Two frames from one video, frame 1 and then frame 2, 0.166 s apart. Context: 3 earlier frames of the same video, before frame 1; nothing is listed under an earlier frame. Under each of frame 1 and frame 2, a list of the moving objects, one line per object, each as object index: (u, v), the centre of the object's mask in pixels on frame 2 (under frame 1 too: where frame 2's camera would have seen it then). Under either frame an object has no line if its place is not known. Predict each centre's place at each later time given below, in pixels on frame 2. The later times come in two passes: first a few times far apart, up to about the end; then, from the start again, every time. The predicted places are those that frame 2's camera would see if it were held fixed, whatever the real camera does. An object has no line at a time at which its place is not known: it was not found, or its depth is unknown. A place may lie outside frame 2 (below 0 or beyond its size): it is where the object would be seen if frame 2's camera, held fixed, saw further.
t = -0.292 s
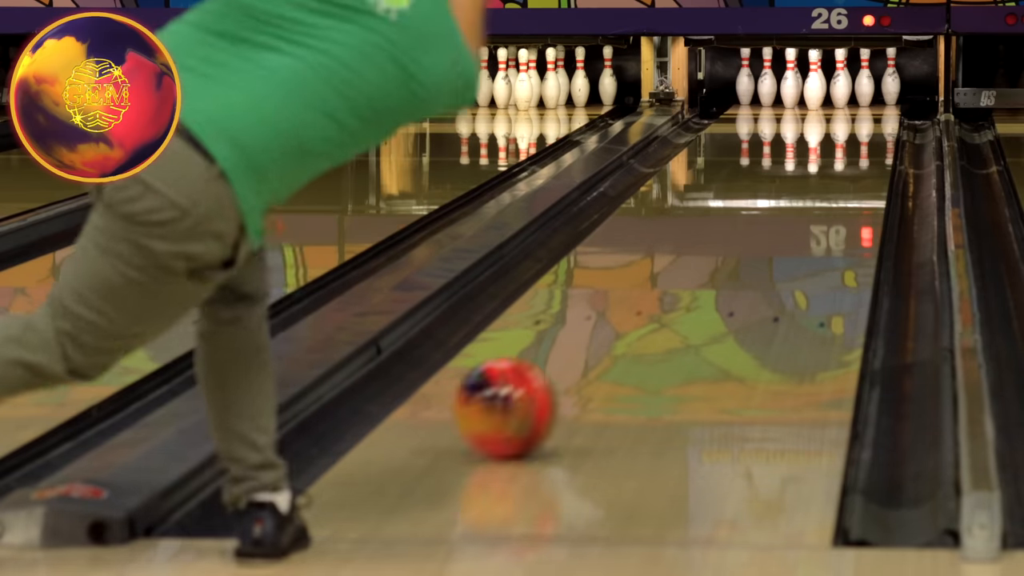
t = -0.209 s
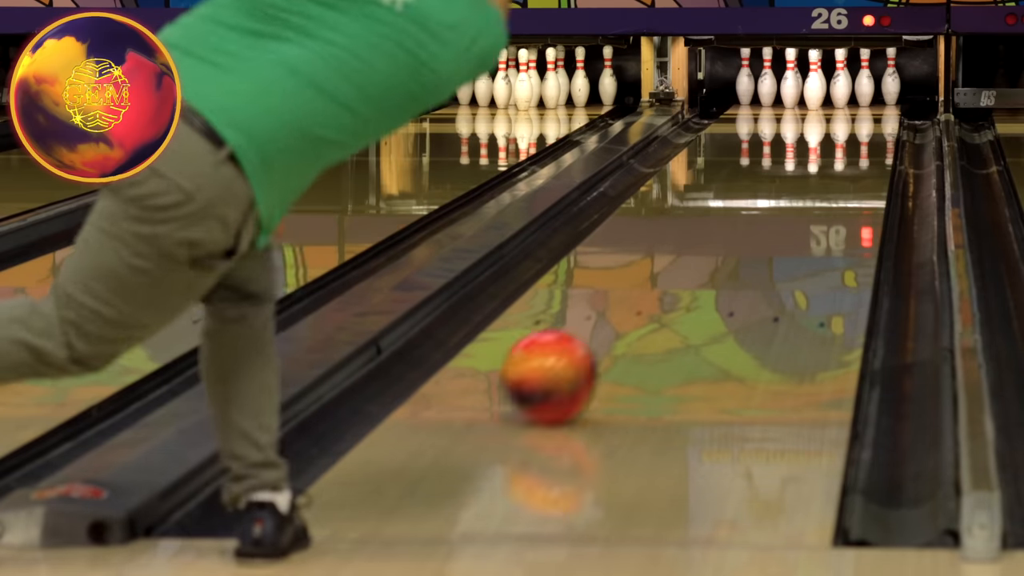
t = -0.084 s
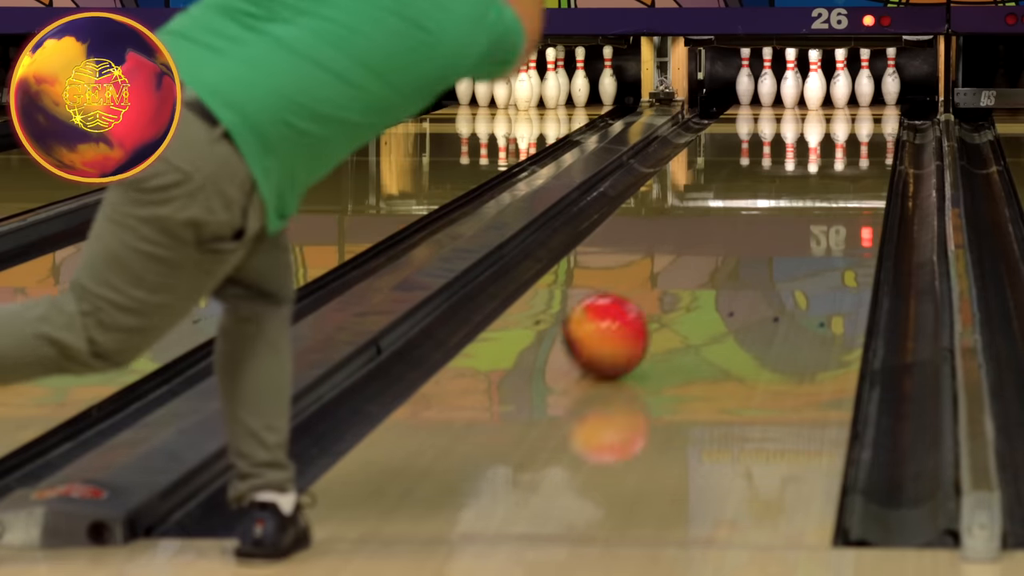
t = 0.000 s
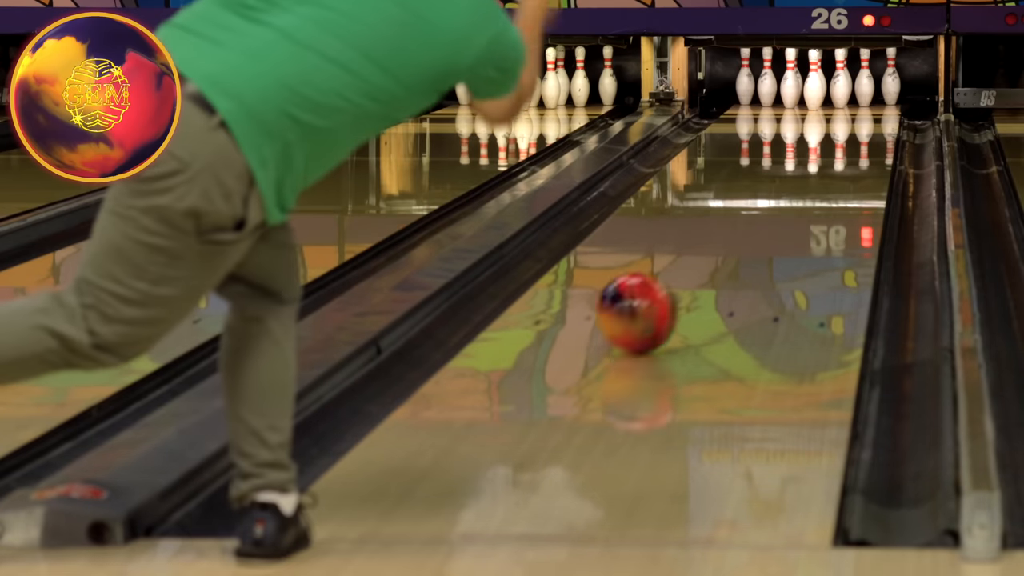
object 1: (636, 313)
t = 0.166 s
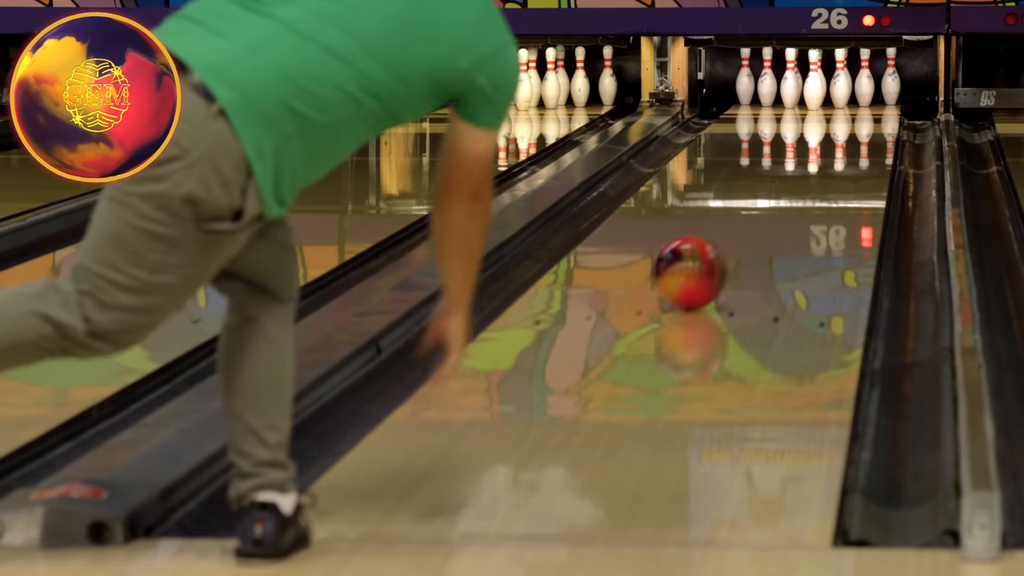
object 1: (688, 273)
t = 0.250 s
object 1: (711, 255)
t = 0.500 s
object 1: (766, 214)
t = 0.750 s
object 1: (805, 181)
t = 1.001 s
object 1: (835, 155)
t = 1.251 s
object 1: (856, 135)
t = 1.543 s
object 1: (866, 114)
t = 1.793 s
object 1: (854, 101)
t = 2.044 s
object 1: (841, 91)
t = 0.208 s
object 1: (702, 264)
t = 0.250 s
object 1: (711, 255)
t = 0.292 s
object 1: (720, 248)
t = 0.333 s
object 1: (732, 241)
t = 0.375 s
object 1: (740, 233)
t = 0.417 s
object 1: (748, 226)
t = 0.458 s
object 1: (757, 221)
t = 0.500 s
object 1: (766, 214)
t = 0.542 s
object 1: (773, 207)
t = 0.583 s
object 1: (780, 202)
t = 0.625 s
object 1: (787, 196)
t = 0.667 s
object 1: (793, 191)
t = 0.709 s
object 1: (800, 185)
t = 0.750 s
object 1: (805, 181)
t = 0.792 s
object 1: (811, 176)
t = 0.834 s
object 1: (817, 172)
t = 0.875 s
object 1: (821, 167)
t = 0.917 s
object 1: (826, 164)
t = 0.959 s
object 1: (831, 159)
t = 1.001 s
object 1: (835, 155)
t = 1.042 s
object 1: (839, 152)
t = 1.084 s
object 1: (843, 147)
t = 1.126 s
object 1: (846, 144)
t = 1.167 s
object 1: (850, 140)
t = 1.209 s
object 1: (854, 137)
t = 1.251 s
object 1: (856, 135)
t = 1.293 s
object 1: (859, 132)
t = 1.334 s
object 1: (862, 129)
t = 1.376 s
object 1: (864, 126)
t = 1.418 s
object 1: (865, 123)
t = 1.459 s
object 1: (866, 120)
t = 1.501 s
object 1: (866, 117)
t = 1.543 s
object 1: (866, 114)
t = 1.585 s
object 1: (865, 112)
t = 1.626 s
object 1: (864, 110)
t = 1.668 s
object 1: (862, 108)
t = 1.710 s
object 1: (860, 105)
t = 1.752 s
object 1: (857, 103)
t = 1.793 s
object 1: (854, 101)
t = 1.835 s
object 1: (851, 99)
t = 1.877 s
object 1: (847, 98)
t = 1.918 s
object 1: (844, 96)
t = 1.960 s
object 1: (840, 94)
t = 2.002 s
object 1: (840, 92)
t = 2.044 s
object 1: (841, 91)
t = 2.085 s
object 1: (844, 90)
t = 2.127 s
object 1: (843, 89)
